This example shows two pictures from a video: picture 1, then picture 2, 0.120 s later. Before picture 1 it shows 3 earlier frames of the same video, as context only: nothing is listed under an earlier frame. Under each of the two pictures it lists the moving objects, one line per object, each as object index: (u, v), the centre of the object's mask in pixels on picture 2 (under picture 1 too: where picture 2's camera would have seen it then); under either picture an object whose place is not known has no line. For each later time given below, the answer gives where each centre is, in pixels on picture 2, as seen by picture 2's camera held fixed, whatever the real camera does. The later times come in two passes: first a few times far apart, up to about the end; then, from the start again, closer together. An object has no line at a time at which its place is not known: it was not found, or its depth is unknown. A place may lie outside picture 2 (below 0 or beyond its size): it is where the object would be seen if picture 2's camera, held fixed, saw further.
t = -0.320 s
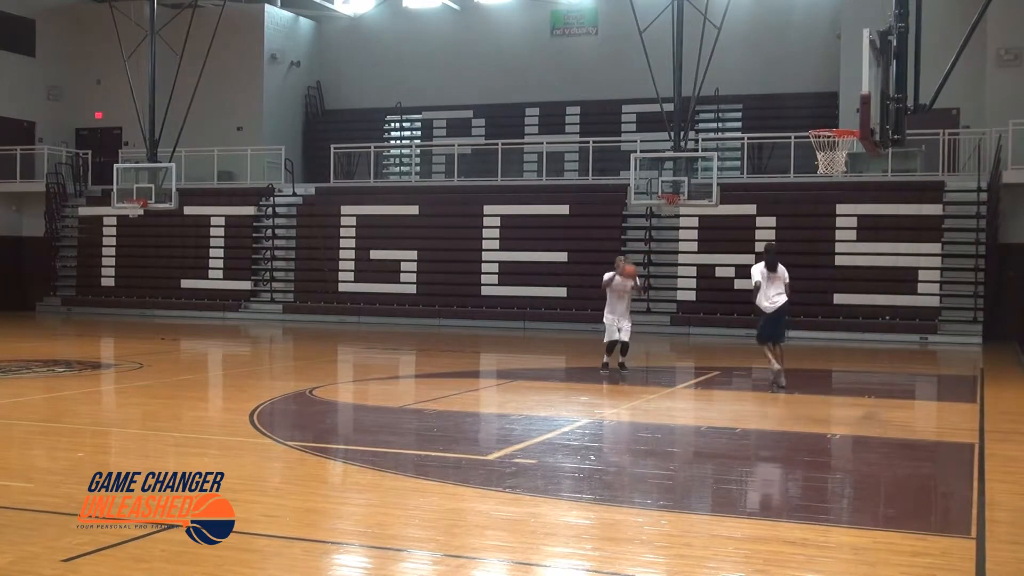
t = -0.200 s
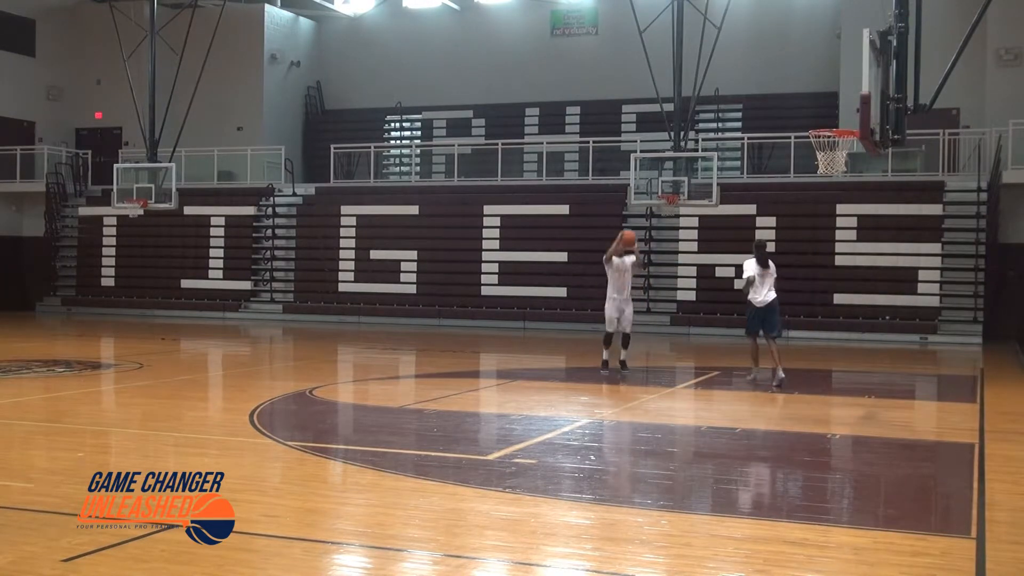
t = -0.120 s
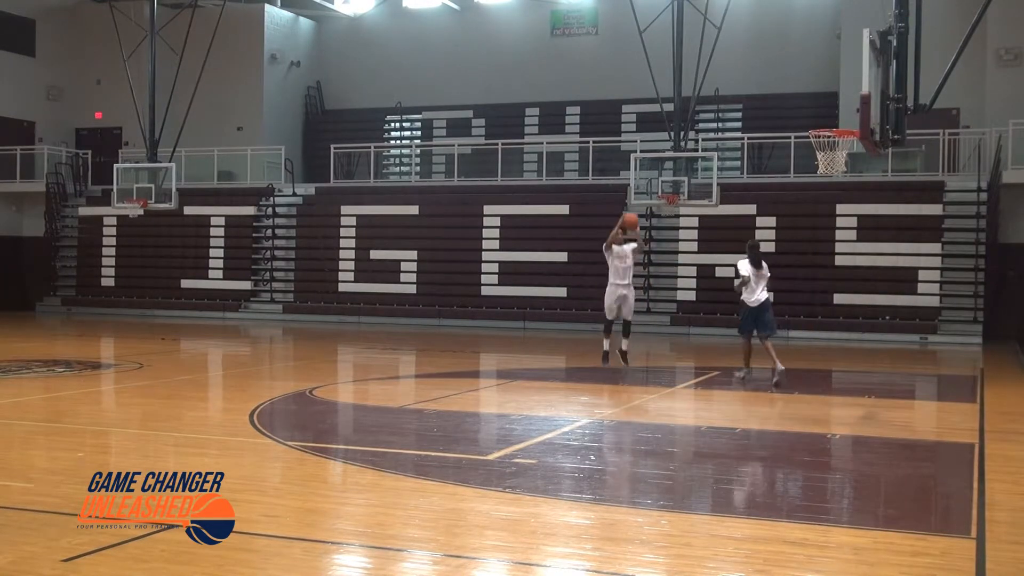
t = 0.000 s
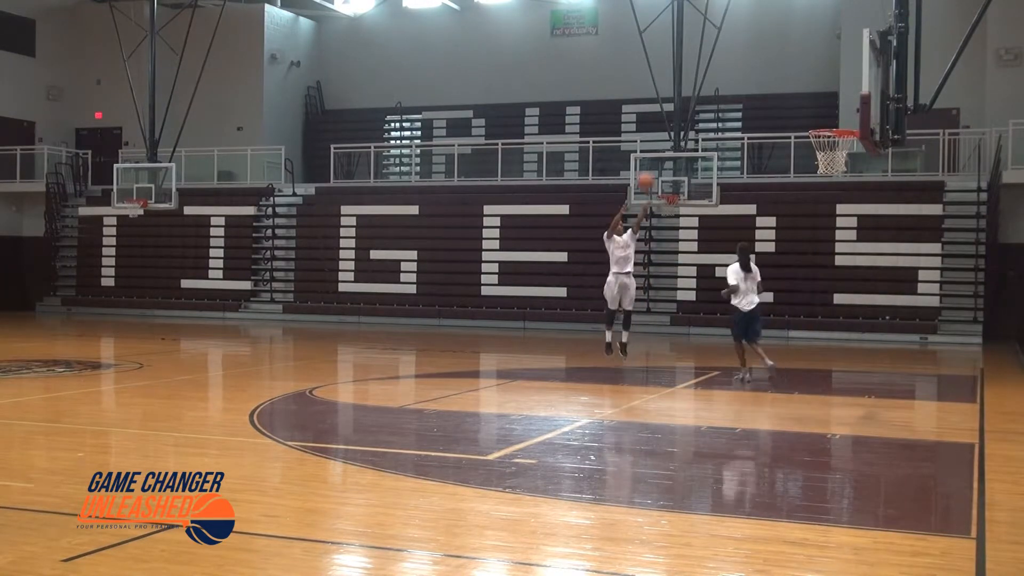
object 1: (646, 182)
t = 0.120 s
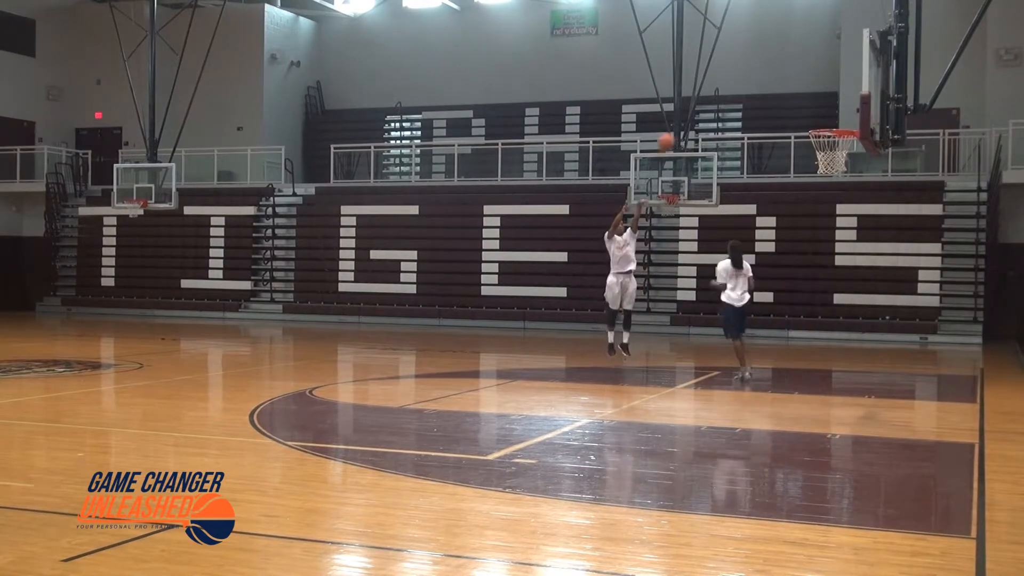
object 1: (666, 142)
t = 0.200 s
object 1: (681, 120)
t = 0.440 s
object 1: (728, 77)
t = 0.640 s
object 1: (772, 73)
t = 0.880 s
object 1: (829, 112)
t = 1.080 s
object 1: (841, 138)
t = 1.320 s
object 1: (812, 157)
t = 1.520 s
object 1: (806, 186)
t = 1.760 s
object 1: (798, 265)
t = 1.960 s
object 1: (791, 367)
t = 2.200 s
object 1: (796, 329)
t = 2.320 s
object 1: (801, 300)
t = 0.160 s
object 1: (674, 129)
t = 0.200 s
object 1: (681, 120)
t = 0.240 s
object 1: (688, 110)
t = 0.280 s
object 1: (696, 102)
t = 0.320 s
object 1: (704, 94)
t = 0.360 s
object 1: (712, 87)
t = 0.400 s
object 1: (720, 82)
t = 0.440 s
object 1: (728, 77)
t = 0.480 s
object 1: (736, 74)
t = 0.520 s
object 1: (746, 71)
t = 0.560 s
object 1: (754, 71)
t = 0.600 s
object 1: (762, 71)
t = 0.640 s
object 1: (772, 73)
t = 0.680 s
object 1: (781, 75)
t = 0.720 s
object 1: (791, 80)
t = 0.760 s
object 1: (800, 86)
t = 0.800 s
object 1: (810, 92)
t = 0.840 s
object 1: (820, 101)
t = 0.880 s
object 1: (829, 112)
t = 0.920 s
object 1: (840, 121)
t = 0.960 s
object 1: (833, 127)
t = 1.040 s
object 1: (834, 136)
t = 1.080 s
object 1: (841, 138)
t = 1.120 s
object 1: (833, 143)
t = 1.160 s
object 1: (824, 153)
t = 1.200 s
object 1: (819, 157)
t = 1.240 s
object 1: (813, 157)
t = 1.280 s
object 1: (812, 157)
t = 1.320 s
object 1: (812, 157)
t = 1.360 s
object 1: (807, 165)
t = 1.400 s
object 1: (808, 168)
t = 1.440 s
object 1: (807, 172)
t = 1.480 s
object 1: (807, 178)
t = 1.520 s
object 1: (806, 186)
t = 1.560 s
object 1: (804, 196)
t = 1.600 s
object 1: (803, 206)
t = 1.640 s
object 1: (802, 219)
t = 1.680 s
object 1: (801, 233)
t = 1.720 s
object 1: (799, 248)
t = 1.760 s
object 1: (798, 265)
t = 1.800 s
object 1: (797, 282)
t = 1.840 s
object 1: (795, 302)
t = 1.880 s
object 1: (794, 321)
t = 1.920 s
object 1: (792, 344)
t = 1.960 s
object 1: (791, 367)
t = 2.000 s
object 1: (789, 391)
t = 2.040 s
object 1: (790, 388)
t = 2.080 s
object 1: (791, 372)
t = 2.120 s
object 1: (792, 355)
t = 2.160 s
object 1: (794, 341)
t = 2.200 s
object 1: (796, 329)
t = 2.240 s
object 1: (797, 319)
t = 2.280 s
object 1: (799, 309)
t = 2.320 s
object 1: (801, 300)
